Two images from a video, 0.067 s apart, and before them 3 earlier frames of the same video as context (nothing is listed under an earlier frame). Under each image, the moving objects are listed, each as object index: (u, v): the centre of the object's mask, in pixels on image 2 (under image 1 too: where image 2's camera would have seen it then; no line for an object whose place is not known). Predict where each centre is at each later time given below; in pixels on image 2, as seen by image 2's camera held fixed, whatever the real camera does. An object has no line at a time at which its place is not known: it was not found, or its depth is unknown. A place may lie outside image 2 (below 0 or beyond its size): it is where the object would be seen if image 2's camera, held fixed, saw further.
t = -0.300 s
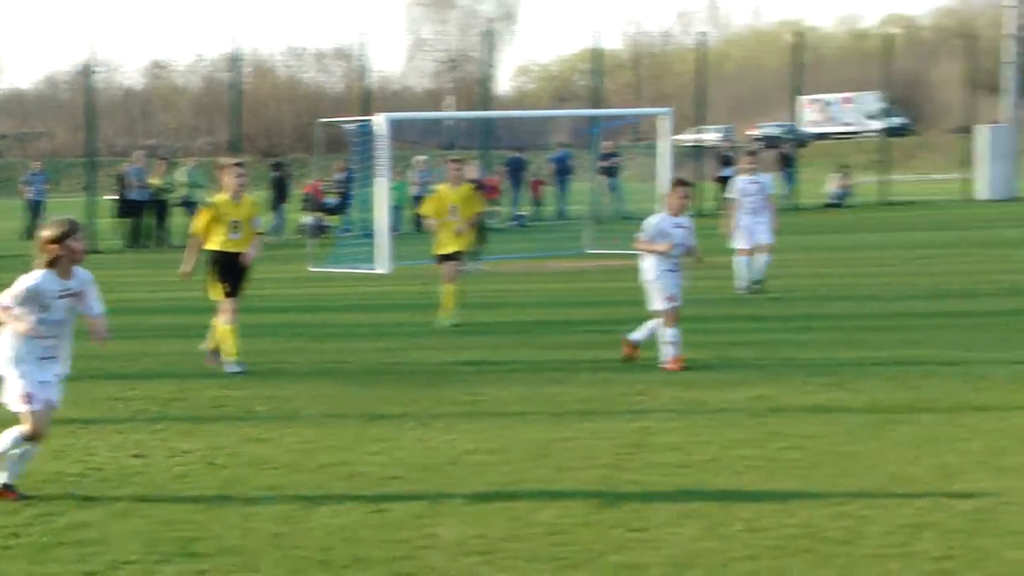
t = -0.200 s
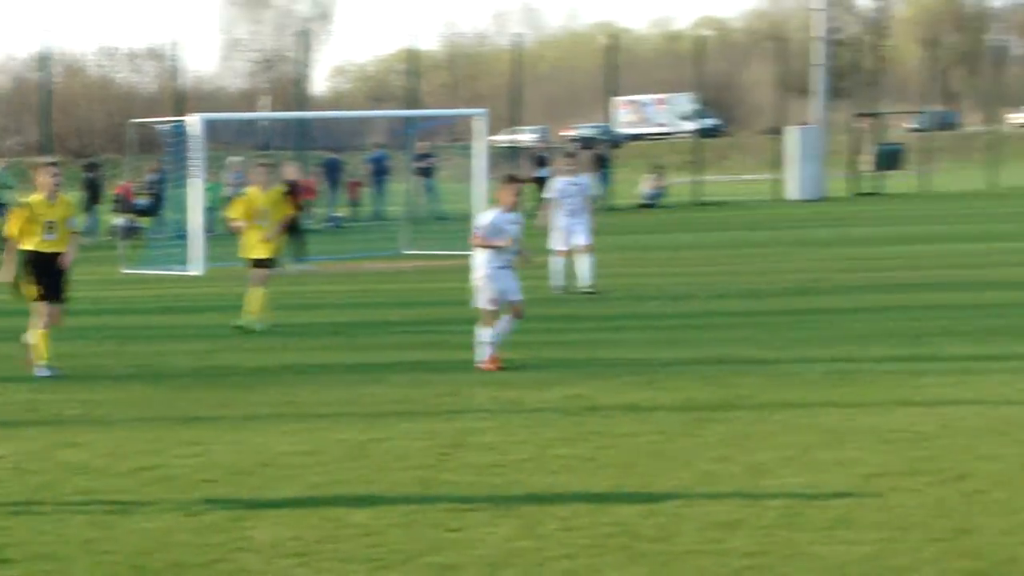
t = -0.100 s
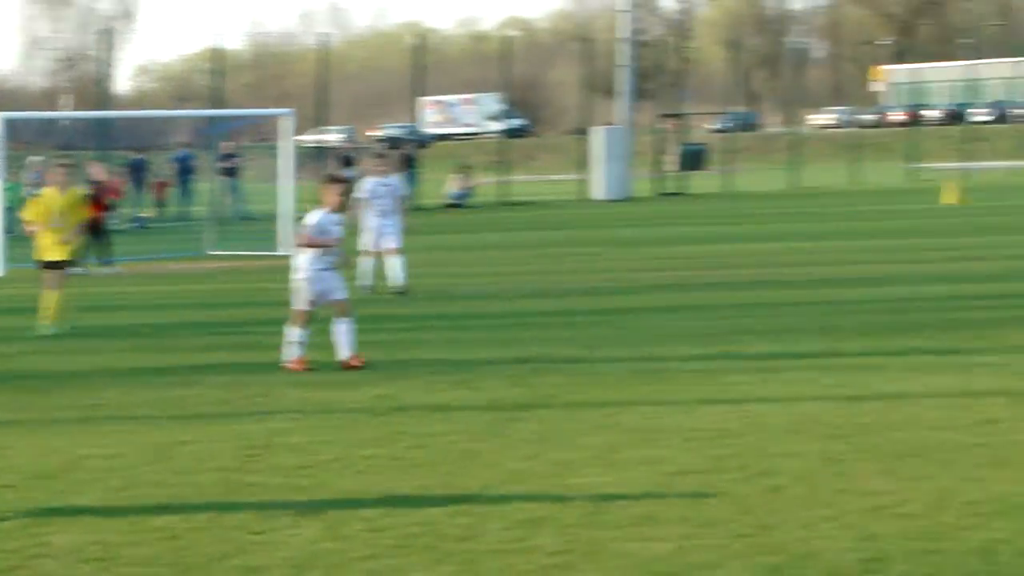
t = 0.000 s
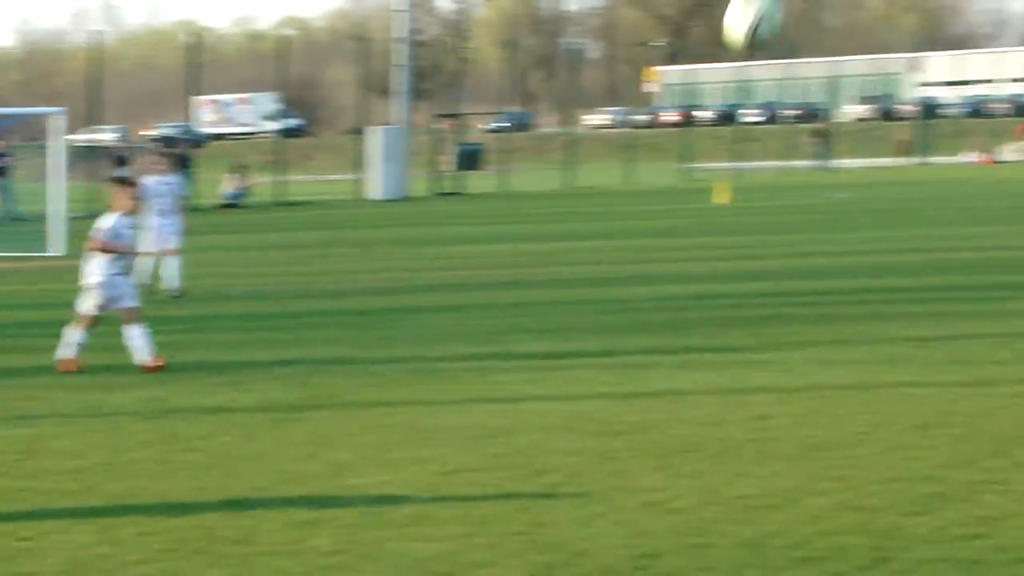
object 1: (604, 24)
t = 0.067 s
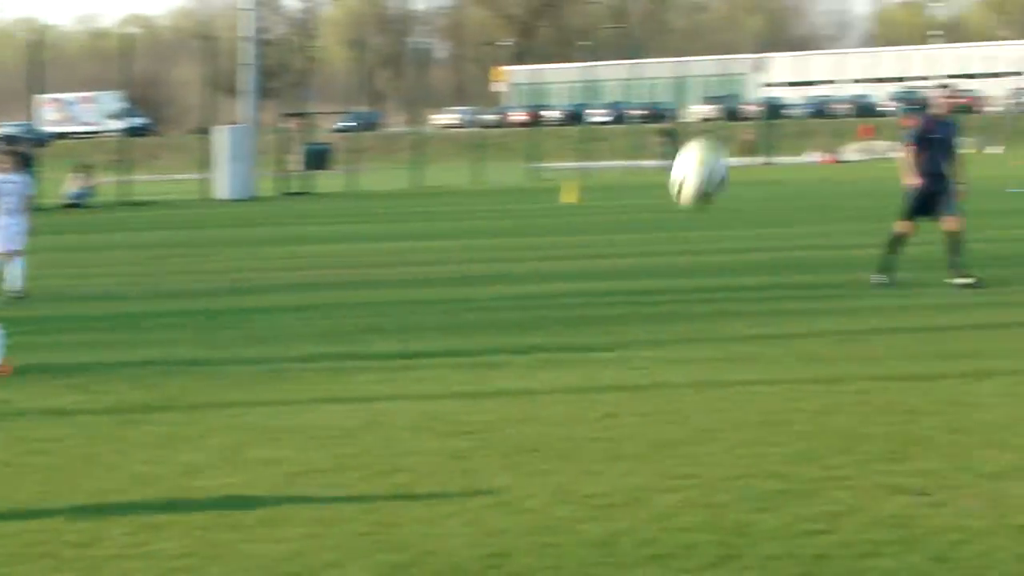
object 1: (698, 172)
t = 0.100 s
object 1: (747, 258)
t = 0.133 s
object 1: (795, 347)
